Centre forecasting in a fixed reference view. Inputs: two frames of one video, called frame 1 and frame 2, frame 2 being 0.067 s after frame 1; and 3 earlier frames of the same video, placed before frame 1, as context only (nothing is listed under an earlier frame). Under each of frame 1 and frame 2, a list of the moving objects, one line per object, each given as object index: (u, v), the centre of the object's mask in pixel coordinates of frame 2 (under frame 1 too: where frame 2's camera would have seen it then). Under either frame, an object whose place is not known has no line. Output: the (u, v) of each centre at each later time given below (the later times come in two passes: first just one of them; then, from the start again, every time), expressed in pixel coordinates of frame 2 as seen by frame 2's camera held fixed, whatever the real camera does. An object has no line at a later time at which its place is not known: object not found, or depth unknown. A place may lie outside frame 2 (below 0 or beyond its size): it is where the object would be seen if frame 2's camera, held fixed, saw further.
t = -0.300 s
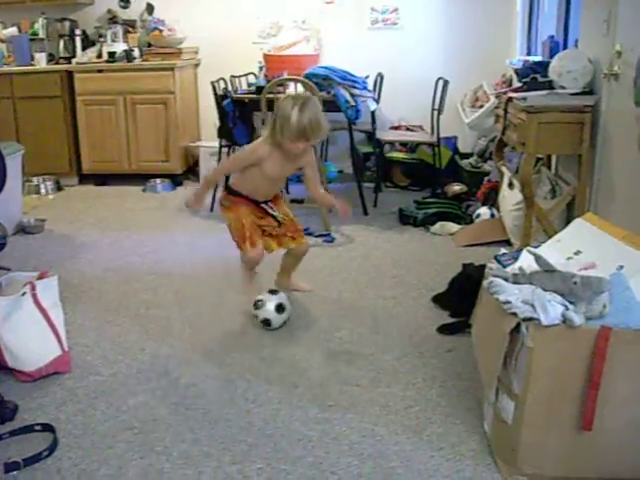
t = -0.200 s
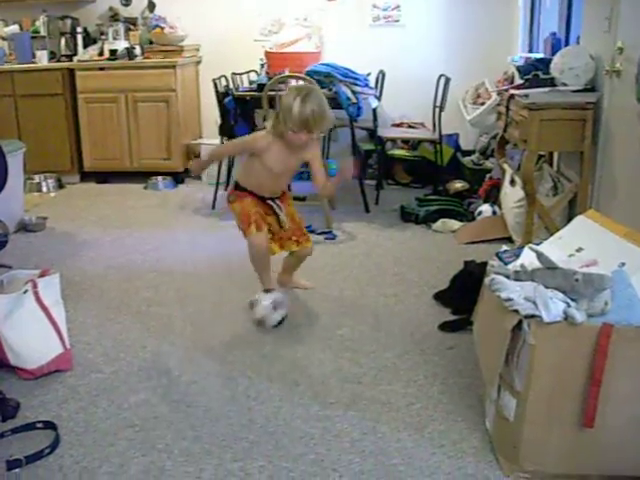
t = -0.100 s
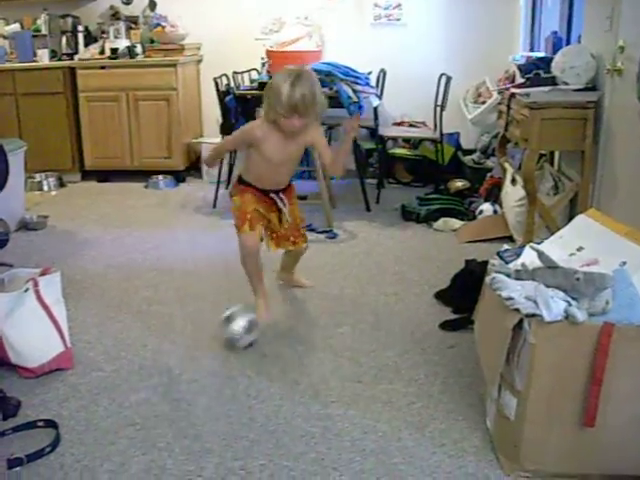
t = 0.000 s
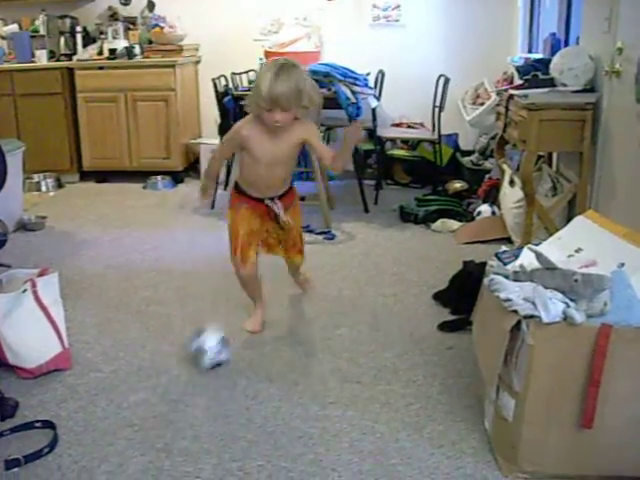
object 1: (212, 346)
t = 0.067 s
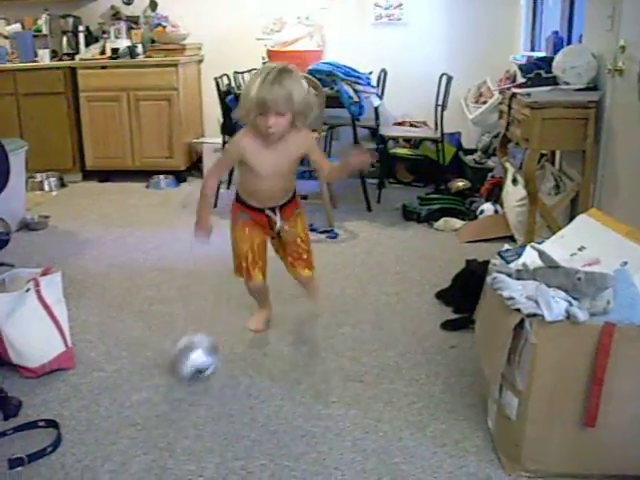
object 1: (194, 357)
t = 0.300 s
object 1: (120, 404)
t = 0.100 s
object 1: (185, 364)
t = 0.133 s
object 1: (174, 370)
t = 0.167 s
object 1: (164, 377)
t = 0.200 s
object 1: (155, 384)
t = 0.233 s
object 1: (141, 390)
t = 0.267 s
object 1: (131, 398)
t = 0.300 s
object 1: (120, 404)
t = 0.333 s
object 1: (106, 412)
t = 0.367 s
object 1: (93, 419)
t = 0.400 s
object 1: (81, 427)
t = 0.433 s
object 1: (66, 434)
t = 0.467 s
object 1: (54, 442)
